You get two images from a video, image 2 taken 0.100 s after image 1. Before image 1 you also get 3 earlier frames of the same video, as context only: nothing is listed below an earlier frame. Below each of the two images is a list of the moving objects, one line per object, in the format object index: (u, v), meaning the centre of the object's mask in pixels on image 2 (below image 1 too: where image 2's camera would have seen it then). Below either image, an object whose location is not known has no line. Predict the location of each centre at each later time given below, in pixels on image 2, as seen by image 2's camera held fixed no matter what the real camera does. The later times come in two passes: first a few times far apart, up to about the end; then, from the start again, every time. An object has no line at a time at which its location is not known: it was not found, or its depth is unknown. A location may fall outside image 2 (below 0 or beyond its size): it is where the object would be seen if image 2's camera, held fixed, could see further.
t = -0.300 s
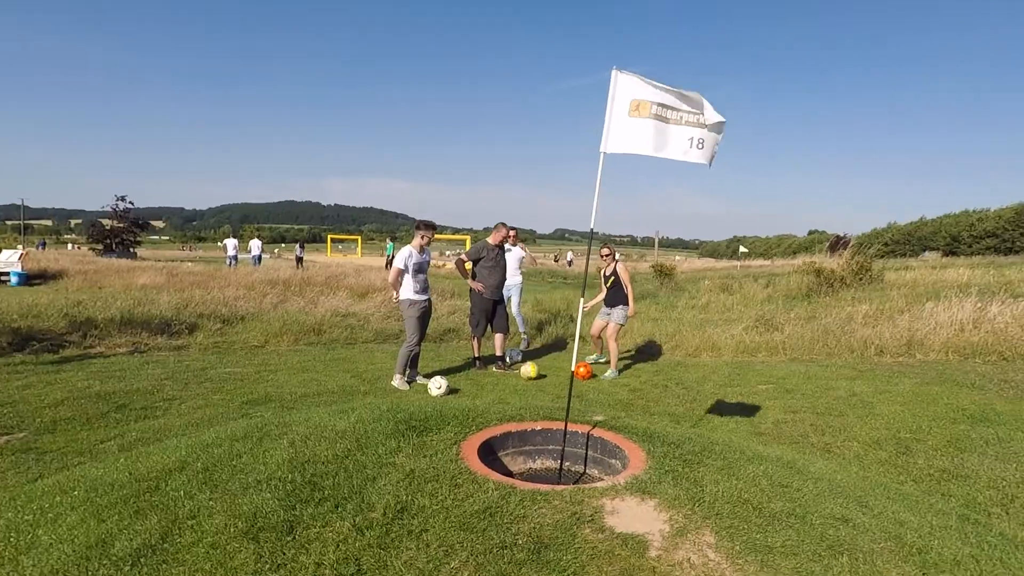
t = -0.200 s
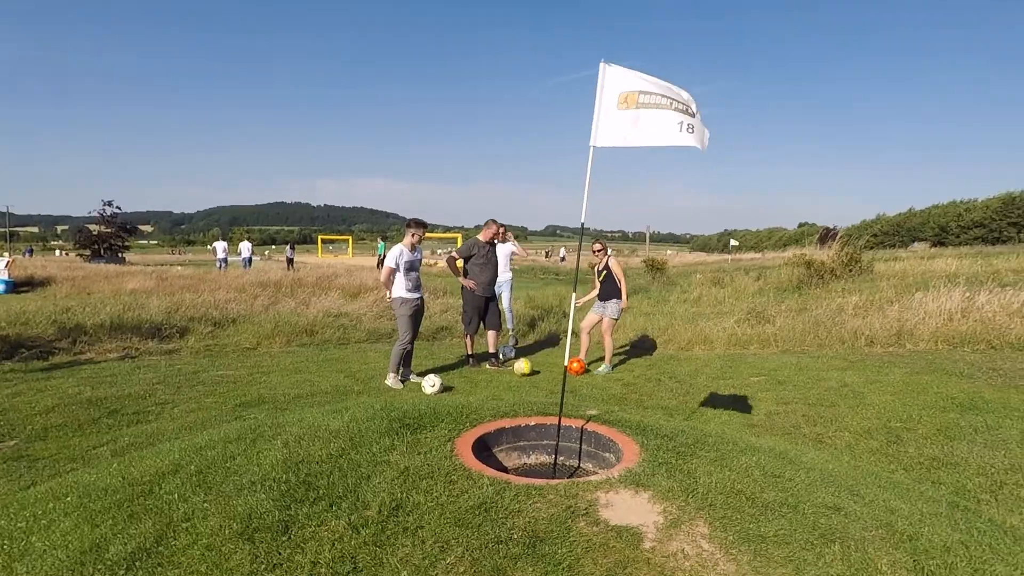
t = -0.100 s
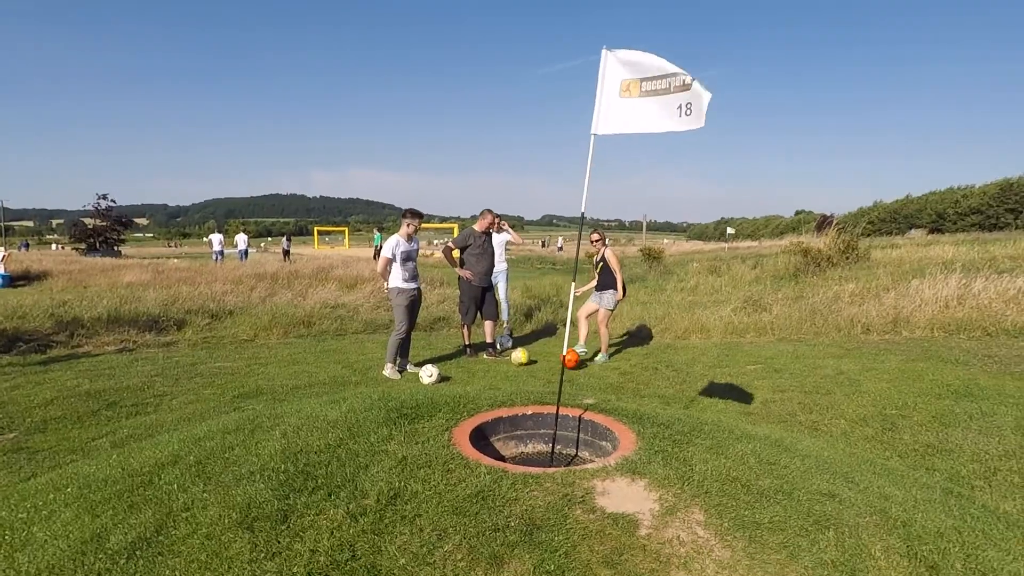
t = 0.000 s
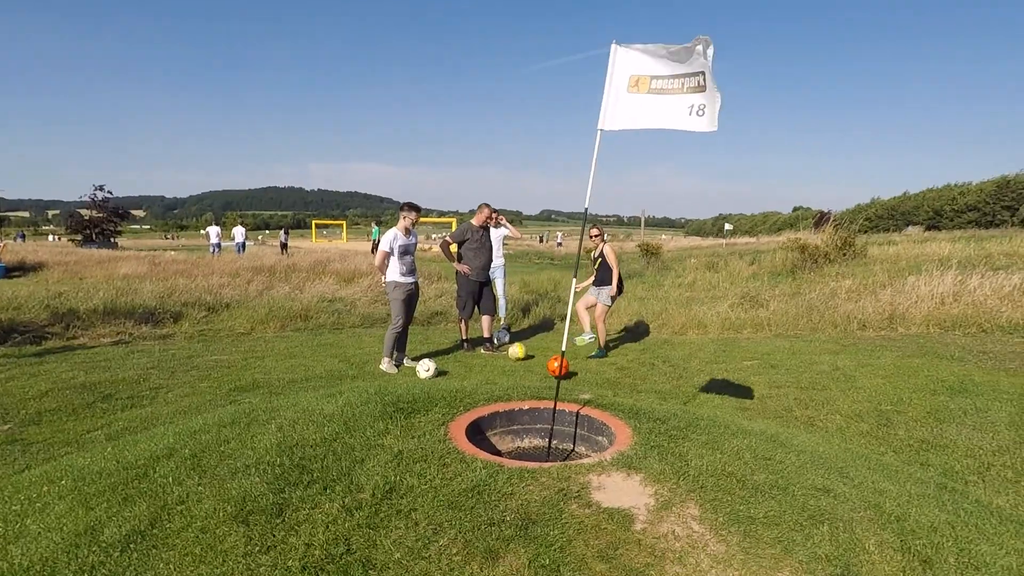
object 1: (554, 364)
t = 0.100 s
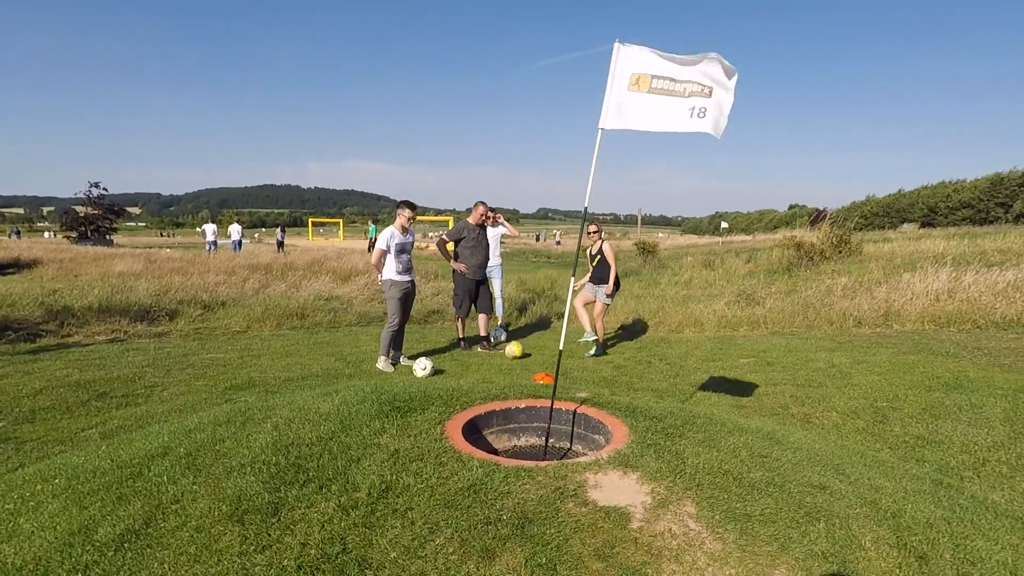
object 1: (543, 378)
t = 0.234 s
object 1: (534, 378)
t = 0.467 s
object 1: (520, 370)
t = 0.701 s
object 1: (504, 366)
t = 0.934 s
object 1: (484, 368)
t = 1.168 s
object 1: (458, 385)
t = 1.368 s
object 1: (431, 401)
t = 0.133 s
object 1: (542, 378)
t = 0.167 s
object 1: (539, 378)
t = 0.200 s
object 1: (536, 378)
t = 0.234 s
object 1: (534, 378)
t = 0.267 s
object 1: (532, 376)
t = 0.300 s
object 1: (530, 375)
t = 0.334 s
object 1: (528, 373)
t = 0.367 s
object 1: (526, 372)
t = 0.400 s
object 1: (524, 372)
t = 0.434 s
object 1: (522, 371)
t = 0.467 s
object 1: (520, 370)
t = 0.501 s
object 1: (518, 369)
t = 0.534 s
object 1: (516, 368)
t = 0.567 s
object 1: (514, 367)
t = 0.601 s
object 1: (511, 366)
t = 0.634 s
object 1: (509, 366)
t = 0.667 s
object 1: (507, 366)
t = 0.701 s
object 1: (504, 366)
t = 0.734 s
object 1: (501, 364)
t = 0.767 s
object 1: (499, 365)
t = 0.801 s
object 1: (496, 366)
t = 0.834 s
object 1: (493, 368)
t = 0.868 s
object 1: (490, 367)
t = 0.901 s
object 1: (487, 367)
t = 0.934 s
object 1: (484, 368)
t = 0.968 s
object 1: (481, 370)
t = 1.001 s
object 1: (477, 373)
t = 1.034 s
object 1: (474, 374)
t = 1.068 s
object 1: (470, 376)
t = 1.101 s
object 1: (466, 380)
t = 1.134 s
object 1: (462, 383)
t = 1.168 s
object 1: (458, 385)
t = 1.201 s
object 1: (454, 388)
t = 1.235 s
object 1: (450, 390)
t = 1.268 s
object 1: (445, 393)
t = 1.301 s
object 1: (440, 395)
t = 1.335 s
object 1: (435, 398)
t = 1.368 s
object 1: (431, 401)
